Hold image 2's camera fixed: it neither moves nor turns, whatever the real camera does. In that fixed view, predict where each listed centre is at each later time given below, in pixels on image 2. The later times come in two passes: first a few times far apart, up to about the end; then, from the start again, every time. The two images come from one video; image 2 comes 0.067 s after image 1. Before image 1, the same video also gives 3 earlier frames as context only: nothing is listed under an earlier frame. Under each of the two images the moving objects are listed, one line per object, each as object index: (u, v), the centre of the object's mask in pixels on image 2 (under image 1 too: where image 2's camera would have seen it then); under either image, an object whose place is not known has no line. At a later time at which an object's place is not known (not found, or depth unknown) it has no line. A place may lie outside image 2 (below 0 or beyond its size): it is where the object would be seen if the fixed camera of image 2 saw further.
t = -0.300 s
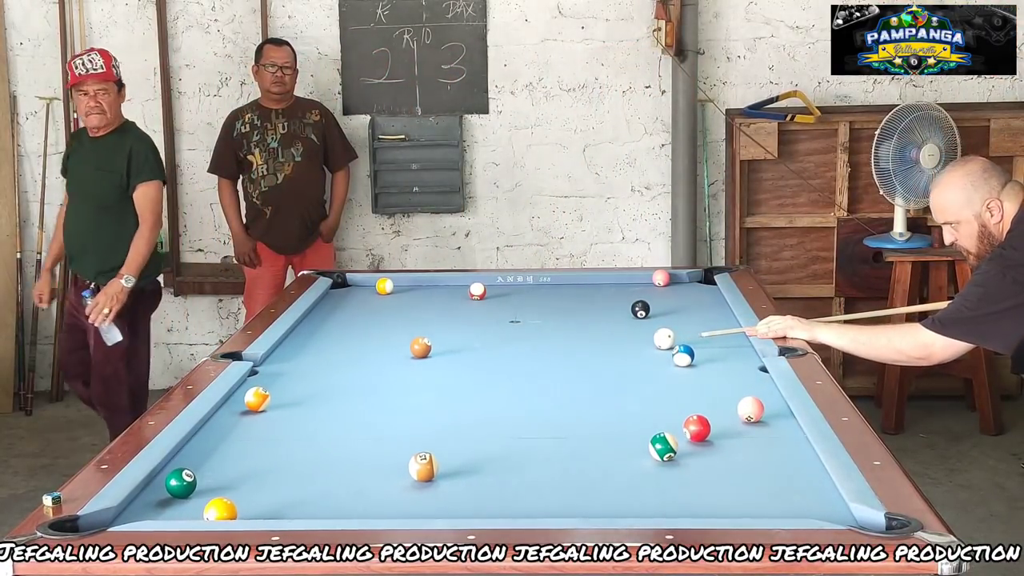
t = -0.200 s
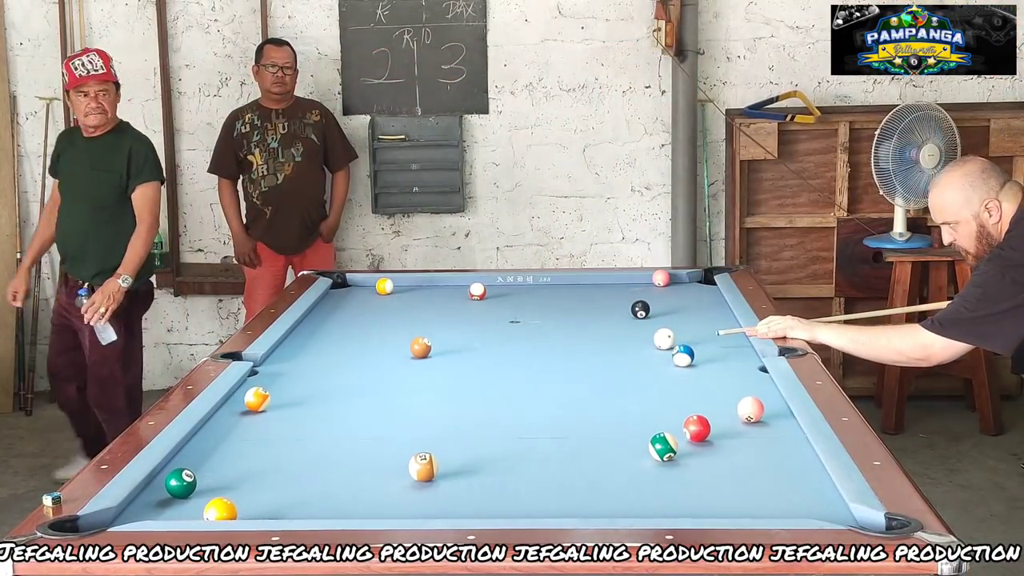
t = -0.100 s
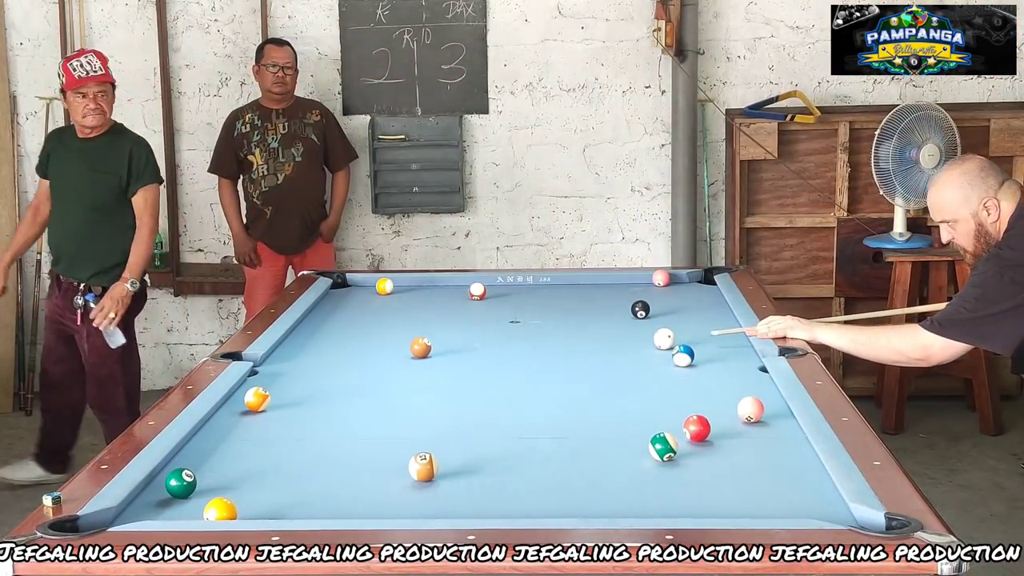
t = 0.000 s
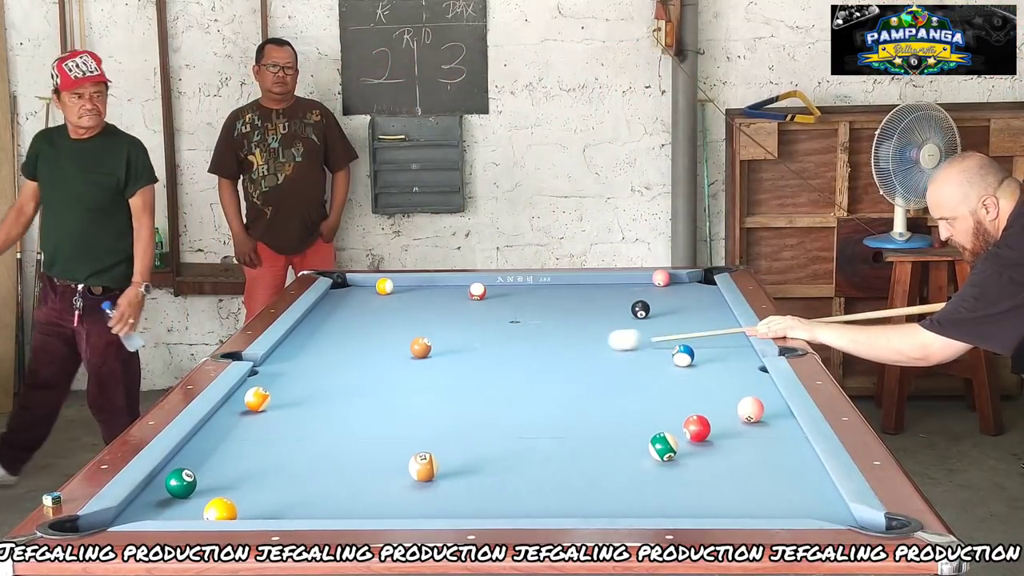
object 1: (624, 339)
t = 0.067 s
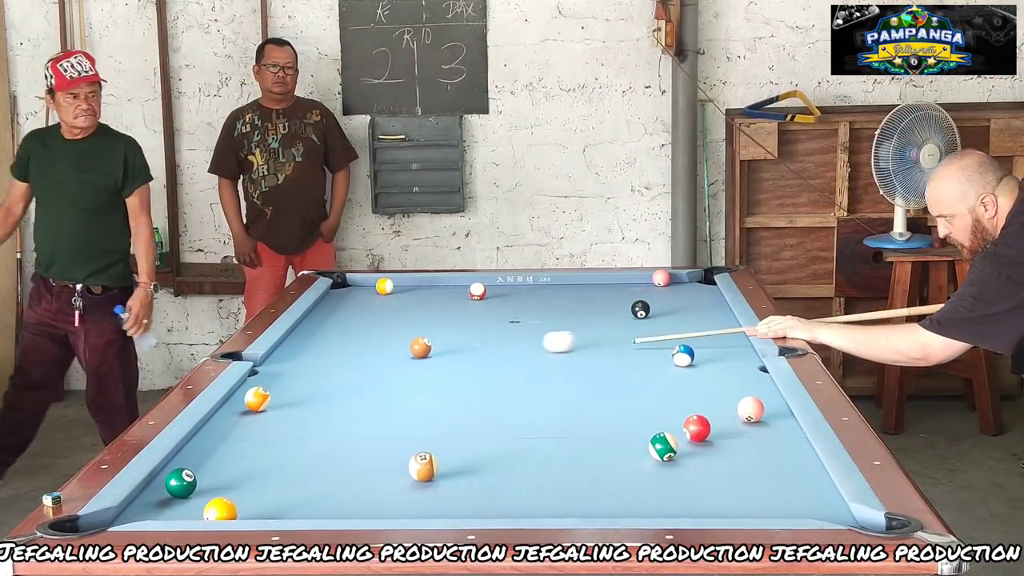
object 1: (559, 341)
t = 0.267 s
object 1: (433, 342)
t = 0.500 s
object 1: (395, 335)
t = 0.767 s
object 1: (355, 327)
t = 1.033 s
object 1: (318, 320)
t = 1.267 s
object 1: (326, 314)
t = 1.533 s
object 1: (352, 307)
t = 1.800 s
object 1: (377, 301)
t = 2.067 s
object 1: (399, 296)
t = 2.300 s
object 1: (416, 291)
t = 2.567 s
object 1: (434, 287)
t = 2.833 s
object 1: (450, 283)
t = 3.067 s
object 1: (463, 280)
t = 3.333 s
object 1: (472, 279)
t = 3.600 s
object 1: (481, 280)
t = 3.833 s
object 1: (487, 282)
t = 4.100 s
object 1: (491, 284)
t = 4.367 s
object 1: (495, 286)
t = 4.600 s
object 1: (498, 286)
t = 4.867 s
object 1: (500, 287)
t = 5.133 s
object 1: (501, 287)
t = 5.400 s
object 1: (502, 288)
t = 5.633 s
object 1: (502, 288)
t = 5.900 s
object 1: (502, 288)
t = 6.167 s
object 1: (502, 288)
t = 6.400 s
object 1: (502, 288)
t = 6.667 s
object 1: (502, 288)
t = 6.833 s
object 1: (502, 288)
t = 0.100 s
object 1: (528, 342)
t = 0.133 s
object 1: (497, 343)
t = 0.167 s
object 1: (467, 344)
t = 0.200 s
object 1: (442, 345)
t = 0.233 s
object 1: (437, 344)
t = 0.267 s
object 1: (433, 342)
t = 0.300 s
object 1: (428, 341)
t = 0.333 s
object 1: (423, 340)
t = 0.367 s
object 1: (417, 339)
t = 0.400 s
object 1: (412, 338)
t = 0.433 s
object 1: (406, 337)
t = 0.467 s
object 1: (401, 336)
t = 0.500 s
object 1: (395, 335)
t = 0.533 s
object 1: (390, 334)
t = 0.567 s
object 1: (385, 333)
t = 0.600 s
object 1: (380, 331)
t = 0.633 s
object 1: (375, 331)
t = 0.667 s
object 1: (370, 330)
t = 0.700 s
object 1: (365, 329)
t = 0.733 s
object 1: (359, 328)
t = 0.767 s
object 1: (355, 327)
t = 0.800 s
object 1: (350, 326)
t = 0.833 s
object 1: (345, 325)
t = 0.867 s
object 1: (341, 324)
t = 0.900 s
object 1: (336, 323)
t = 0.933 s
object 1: (331, 322)
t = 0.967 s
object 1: (327, 321)
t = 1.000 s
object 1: (322, 321)
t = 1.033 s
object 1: (318, 320)
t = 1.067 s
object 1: (314, 319)
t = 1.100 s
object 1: (310, 318)
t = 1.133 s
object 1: (312, 317)
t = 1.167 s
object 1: (315, 316)
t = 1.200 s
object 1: (319, 315)
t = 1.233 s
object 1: (322, 315)
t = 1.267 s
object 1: (326, 314)
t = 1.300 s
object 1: (329, 313)
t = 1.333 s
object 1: (333, 312)
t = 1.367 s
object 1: (336, 311)
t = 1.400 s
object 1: (339, 310)
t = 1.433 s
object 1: (343, 310)
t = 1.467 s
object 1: (346, 309)
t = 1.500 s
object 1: (349, 308)
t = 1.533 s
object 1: (352, 307)
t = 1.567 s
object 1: (355, 306)
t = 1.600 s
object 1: (359, 306)
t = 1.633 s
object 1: (362, 305)
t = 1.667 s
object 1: (365, 304)
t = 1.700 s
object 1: (368, 303)
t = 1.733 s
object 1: (371, 303)
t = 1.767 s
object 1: (374, 302)
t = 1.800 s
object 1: (377, 301)
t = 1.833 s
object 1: (379, 301)
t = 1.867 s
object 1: (382, 300)
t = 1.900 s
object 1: (385, 299)
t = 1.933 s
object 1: (388, 298)
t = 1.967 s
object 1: (391, 298)
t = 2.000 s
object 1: (394, 297)
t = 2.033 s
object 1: (396, 296)
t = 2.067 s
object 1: (399, 296)
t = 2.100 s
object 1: (401, 295)
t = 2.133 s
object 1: (404, 294)
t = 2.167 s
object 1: (406, 294)
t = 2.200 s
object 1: (409, 293)
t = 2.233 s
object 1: (411, 293)
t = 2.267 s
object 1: (414, 292)
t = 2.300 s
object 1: (416, 291)
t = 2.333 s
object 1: (418, 291)
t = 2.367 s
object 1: (421, 290)
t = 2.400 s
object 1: (423, 290)
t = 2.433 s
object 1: (425, 289)
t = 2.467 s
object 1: (428, 289)
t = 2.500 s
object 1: (430, 288)
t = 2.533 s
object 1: (432, 288)
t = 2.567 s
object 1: (434, 287)
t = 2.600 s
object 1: (436, 287)
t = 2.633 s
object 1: (438, 286)
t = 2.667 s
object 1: (440, 286)
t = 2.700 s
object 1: (442, 285)
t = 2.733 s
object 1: (444, 285)
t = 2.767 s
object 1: (446, 284)
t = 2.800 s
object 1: (449, 283)
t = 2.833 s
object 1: (450, 283)
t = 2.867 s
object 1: (452, 283)
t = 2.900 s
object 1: (454, 282)
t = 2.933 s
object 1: (456, 282)
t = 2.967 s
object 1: (458, 281)
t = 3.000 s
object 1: (460, 281)
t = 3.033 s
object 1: (462, 280)
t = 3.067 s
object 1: (463, 280)
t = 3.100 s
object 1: (465, 279)
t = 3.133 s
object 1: (466, 279)
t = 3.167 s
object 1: (467, 279)
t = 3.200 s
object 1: (468, 279)
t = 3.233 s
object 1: (469, 279)
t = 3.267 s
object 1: (470, 279)
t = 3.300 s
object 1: (471, 279)
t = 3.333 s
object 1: (472, 279)
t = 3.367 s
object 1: (473, 279)
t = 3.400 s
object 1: (474, 279)
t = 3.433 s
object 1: (475, 279)
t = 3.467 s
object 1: (476, 279)
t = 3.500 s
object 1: (477, 279)
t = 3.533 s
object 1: (478, 279)
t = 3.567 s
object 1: (479, 280)
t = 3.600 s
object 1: (481, 280)
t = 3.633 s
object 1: (482, 280)
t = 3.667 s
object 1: (483, 280)
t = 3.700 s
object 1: (484, 281)
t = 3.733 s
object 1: (485, 281)
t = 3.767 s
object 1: (485, 282)
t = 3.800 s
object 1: (486, 282)
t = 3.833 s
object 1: (487, 282)
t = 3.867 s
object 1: (488, 282)
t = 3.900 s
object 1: (488, 283)
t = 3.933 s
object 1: (489, 283)
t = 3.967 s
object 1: (490, 283)
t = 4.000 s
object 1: (490, 284)
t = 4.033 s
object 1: (490, 284)
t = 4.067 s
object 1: (491, 284)
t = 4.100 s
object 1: (491, 284)
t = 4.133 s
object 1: (492, 285)
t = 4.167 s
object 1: (492, 285)
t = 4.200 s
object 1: (492, 285)
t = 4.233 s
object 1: (493, 285)
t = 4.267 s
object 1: (493, 285)
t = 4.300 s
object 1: (494, 286)
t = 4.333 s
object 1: (494, 286)
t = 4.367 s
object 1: (495, 286)
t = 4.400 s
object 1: (495, 286)
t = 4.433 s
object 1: (495, 286)
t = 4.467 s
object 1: (496, 286)
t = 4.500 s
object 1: (496, 286)
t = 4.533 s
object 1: (497, 286)
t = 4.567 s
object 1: (497, 286)
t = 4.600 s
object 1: (498, 286)
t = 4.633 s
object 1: (498, 286)
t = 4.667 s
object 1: (498, 286)
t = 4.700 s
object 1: (498, 286)
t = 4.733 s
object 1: (499, 286)
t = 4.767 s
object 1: (499, 287)
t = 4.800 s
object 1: (499, 287)
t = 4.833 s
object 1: (500, 287)
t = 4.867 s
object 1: (500, 287)
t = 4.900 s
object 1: (500, 287)
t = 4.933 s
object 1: (500, 287)
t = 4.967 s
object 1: (501, 287)
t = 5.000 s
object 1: (501, 287)
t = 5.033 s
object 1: (501, 287)
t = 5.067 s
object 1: (501, 287)
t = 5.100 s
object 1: (501, 287)
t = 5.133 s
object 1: (501, 287)
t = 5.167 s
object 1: (501, 287)
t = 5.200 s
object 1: (502, 288)
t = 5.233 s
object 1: (502, 287)
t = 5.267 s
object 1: (502, 288)
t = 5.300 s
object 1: (502, 288)
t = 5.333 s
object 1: (502, 288)
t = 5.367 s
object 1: (502, 288)
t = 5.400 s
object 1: (502, 288)
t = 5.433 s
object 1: (502, 288)
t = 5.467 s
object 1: (502, 288)
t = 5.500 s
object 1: (502, 288)
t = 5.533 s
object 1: (502, 288)
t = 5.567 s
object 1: (502, 288)
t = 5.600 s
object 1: (502, 288)
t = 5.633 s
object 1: (502, 288)
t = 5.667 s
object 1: (502, 288)
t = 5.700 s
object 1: (502, 288)
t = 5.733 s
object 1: (502, 288)
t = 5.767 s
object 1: (502, 288)
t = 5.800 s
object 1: (502, 288)
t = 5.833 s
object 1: (502, 288)
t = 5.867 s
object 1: (502, 288)
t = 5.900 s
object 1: (502, 288)
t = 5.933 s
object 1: (502, 288)
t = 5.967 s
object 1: (502, 288)
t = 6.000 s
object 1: (502, 288)
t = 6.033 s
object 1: (502, 288)
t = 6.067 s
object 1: (502, 288)
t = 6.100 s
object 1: (502, 288)
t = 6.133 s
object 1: (502, 288)
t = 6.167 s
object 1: (502, 288)
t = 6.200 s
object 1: (502, 288)
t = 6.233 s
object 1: (502, 288)
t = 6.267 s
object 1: (502, 287)
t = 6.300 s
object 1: (502, 288)
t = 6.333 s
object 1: (502, 288)
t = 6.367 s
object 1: (502, 288)
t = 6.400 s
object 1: (502, 288)
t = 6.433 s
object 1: (502, 288)
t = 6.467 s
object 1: (502, 288)
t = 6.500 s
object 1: (502, 288)
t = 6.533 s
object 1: (502, 288)
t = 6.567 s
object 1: (502, 288)
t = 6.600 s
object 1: (502, 288)
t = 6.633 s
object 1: (502, 287)
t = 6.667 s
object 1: (502, 288)
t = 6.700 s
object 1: (502, 288)
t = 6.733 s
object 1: (502, 288)
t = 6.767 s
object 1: (502, 288)
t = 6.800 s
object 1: (502, 288)
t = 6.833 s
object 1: (502, 288)
